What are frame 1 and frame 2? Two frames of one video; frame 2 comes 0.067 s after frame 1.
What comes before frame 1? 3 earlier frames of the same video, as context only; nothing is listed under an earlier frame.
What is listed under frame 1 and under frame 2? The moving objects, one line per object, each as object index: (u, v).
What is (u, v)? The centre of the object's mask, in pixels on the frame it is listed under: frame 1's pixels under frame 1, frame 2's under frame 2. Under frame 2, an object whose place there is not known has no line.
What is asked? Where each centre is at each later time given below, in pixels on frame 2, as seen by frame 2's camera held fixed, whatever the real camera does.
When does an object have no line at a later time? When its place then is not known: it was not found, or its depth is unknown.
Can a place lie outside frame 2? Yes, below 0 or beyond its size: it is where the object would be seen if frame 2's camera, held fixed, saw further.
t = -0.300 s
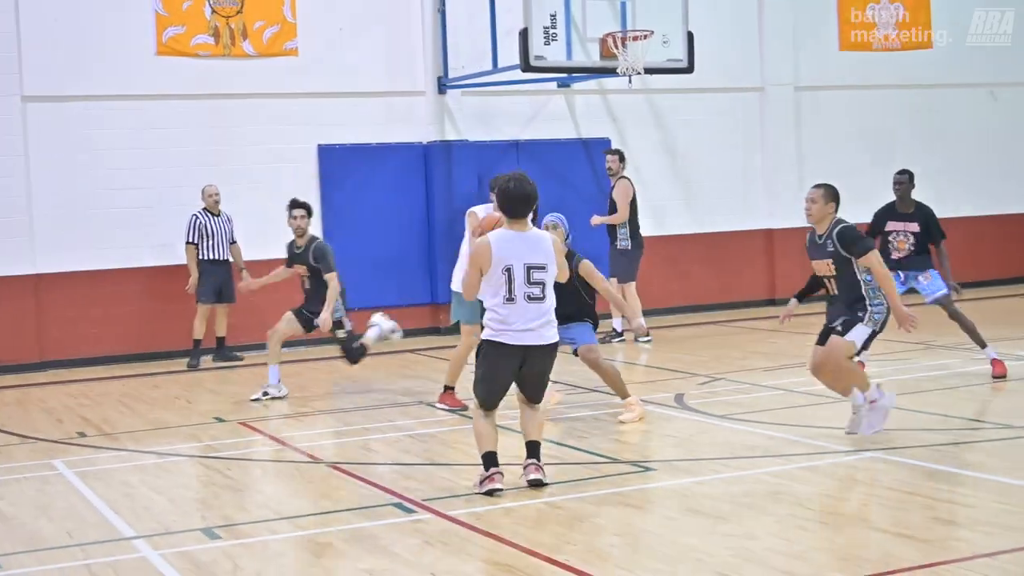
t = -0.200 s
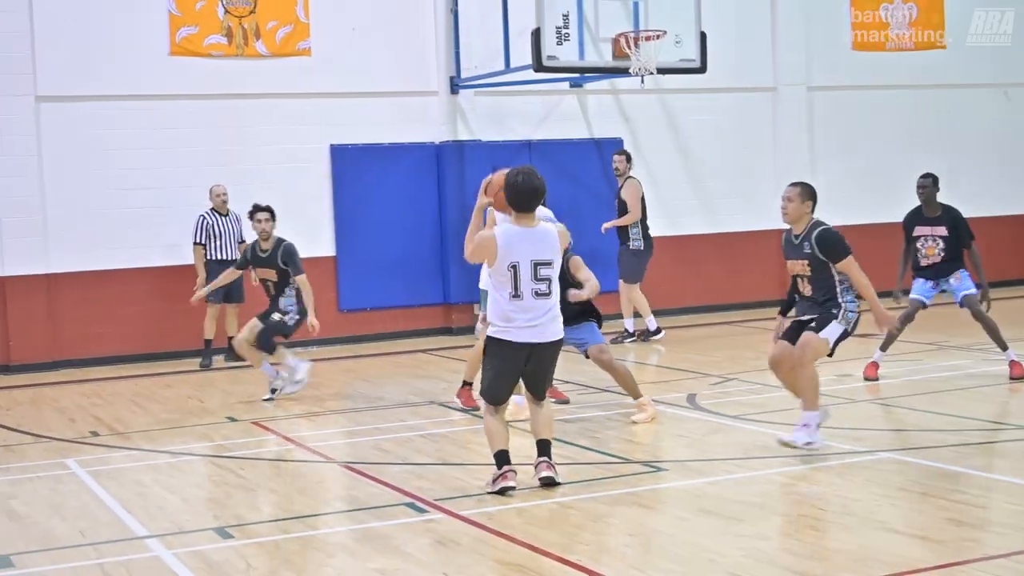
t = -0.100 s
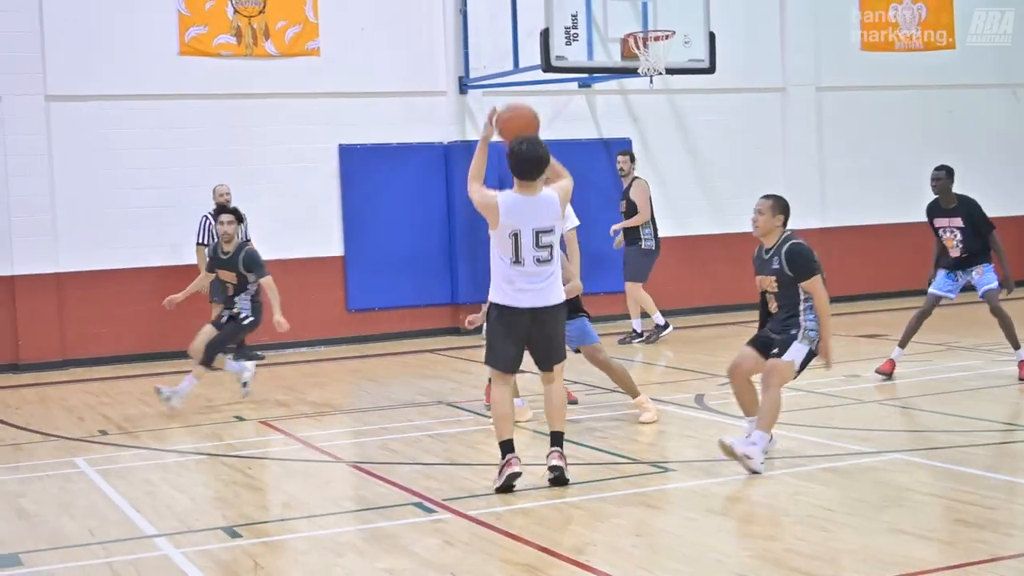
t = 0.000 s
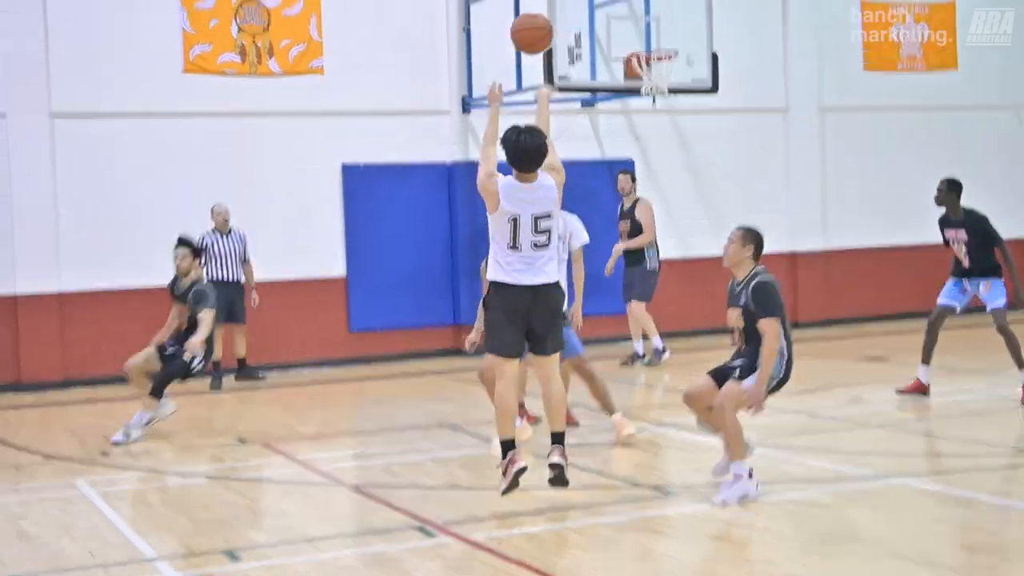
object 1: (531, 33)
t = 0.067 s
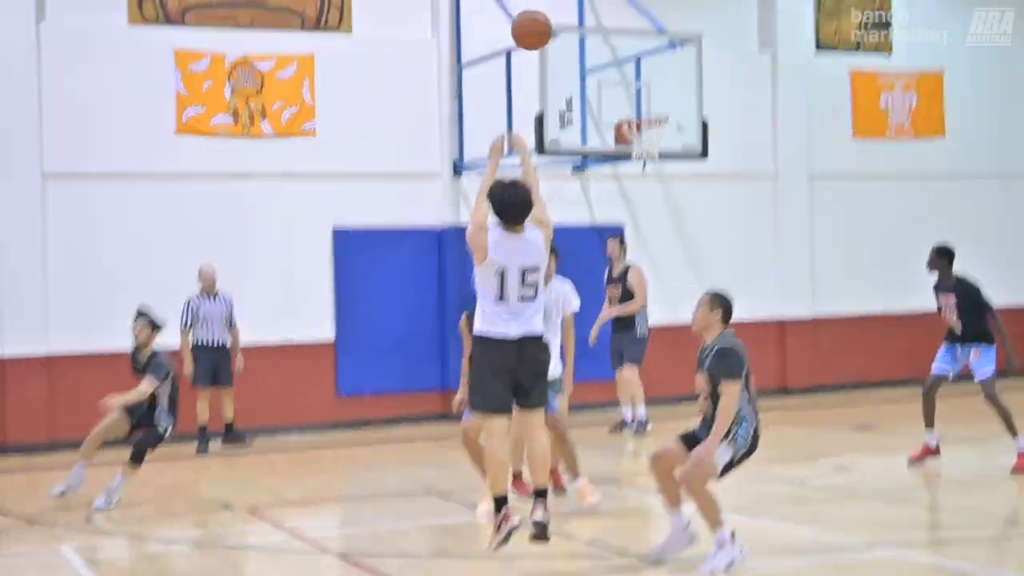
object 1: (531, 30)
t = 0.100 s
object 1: (536, 0)
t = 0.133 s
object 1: (540, -27)
